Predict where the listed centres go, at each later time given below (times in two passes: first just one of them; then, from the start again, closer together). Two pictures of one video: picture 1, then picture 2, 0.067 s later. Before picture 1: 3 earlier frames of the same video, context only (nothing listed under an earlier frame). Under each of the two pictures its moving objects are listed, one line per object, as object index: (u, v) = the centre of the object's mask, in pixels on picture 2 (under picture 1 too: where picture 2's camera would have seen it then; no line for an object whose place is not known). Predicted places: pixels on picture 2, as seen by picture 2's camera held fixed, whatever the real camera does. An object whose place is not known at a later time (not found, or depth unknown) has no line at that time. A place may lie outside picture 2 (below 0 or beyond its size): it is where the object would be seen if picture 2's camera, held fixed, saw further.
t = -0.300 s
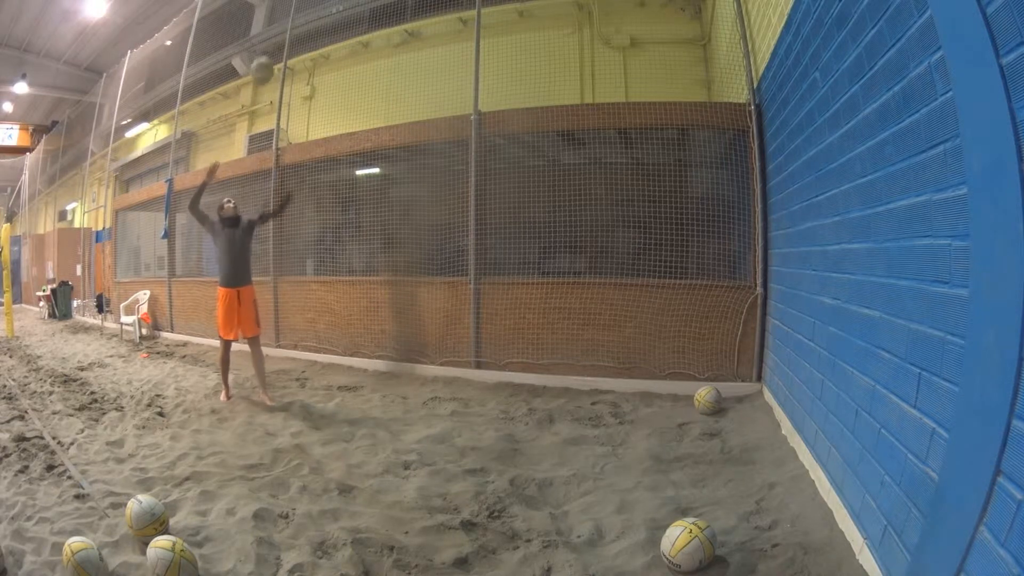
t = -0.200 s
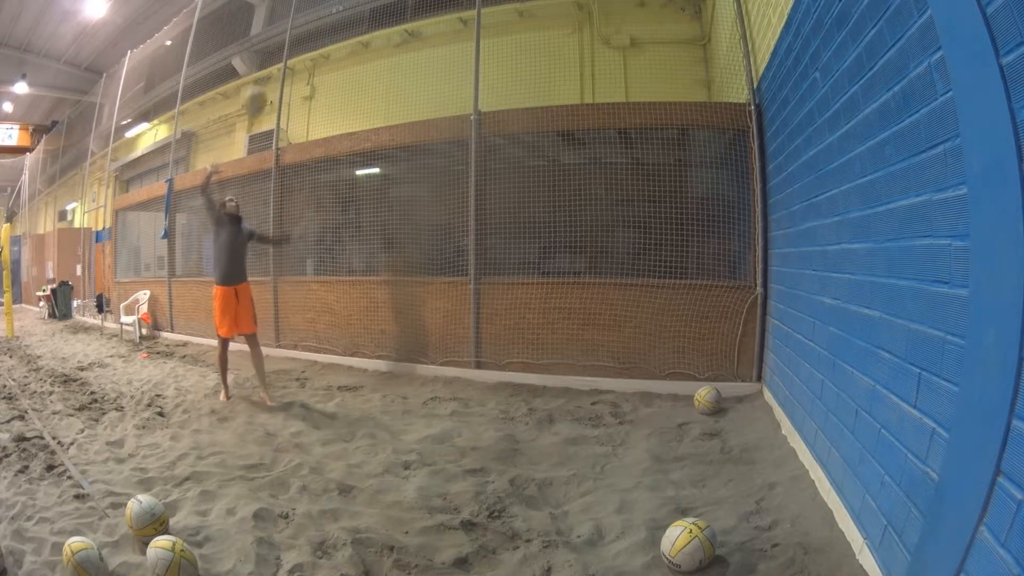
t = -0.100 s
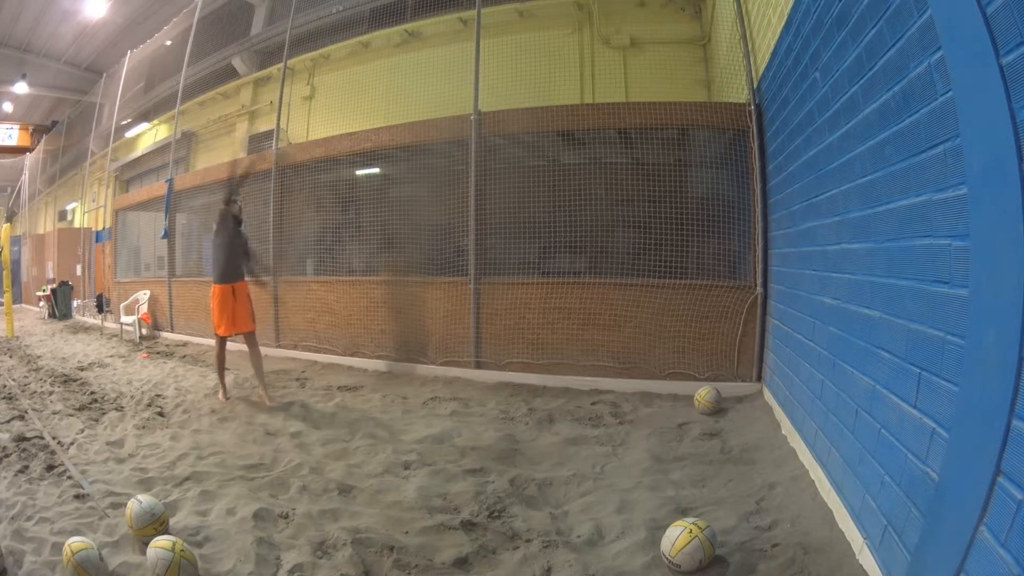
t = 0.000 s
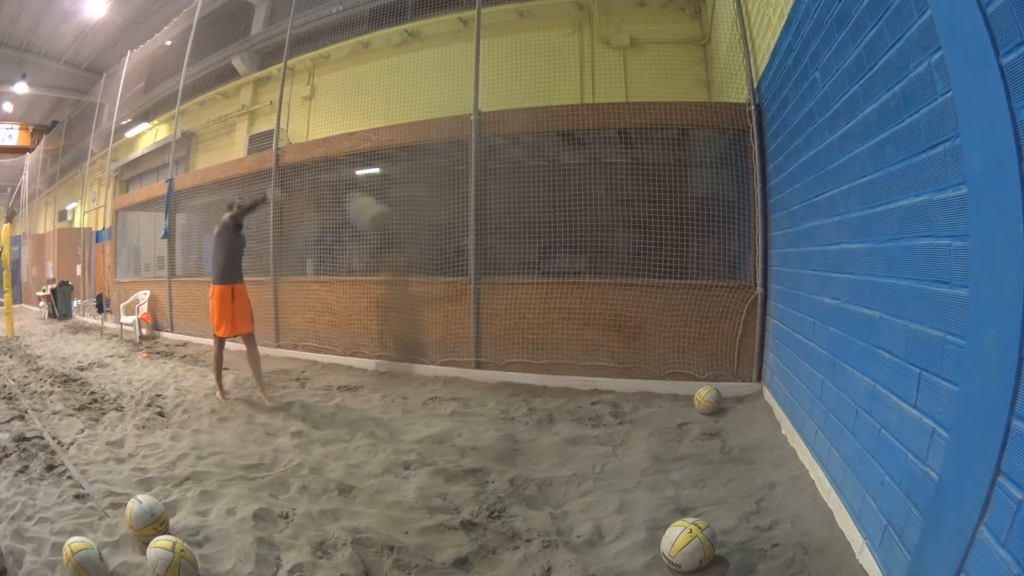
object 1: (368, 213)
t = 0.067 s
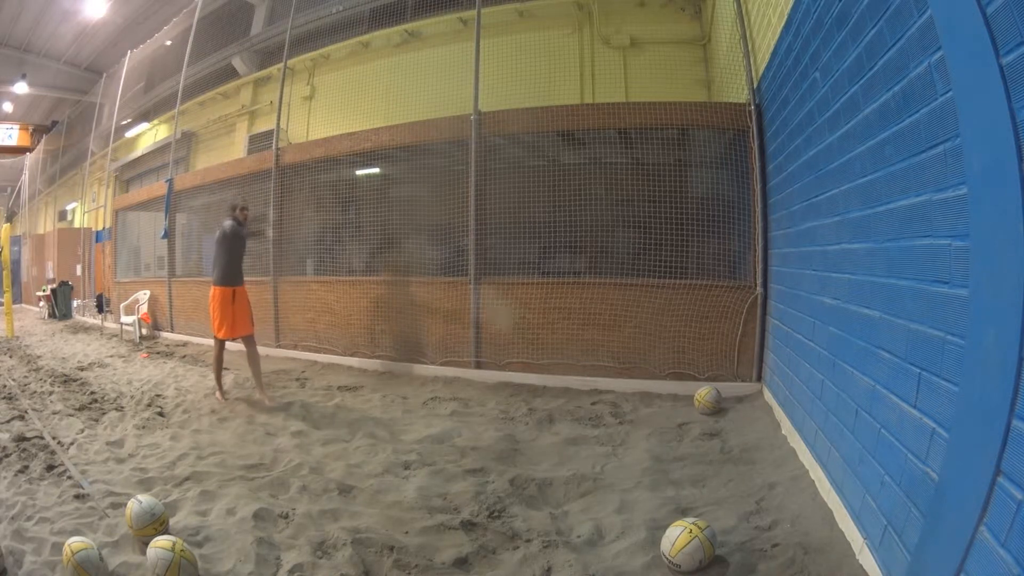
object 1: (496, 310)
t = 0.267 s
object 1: (771, 422)
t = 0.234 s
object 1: (764, 426)
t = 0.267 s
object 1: (771, 422)
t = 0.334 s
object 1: (757, 359)
